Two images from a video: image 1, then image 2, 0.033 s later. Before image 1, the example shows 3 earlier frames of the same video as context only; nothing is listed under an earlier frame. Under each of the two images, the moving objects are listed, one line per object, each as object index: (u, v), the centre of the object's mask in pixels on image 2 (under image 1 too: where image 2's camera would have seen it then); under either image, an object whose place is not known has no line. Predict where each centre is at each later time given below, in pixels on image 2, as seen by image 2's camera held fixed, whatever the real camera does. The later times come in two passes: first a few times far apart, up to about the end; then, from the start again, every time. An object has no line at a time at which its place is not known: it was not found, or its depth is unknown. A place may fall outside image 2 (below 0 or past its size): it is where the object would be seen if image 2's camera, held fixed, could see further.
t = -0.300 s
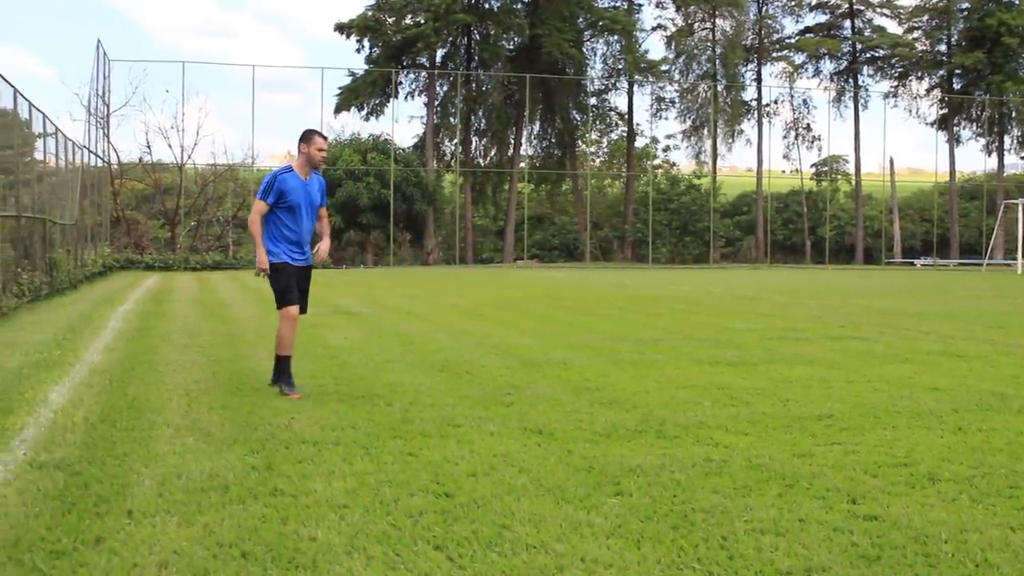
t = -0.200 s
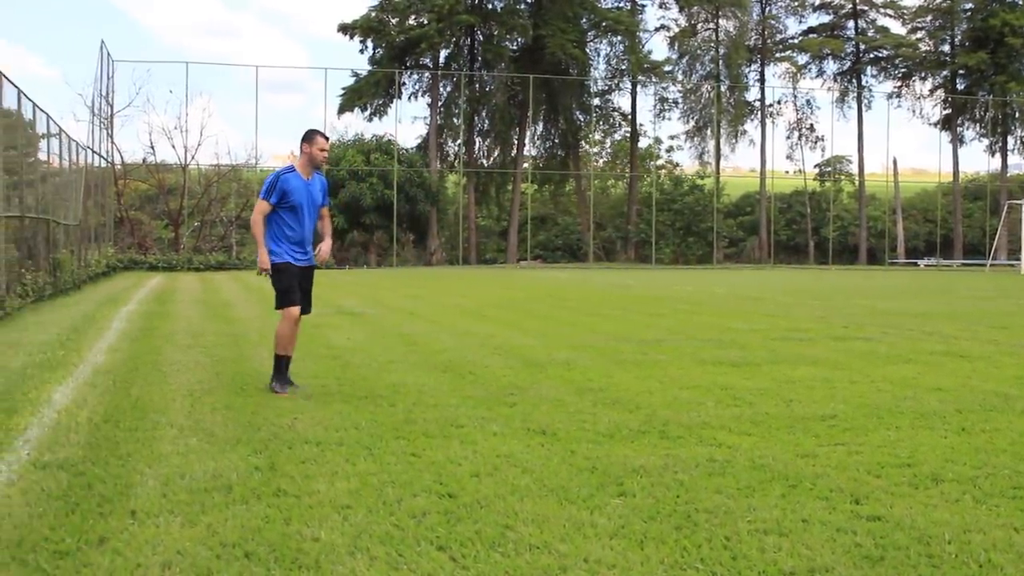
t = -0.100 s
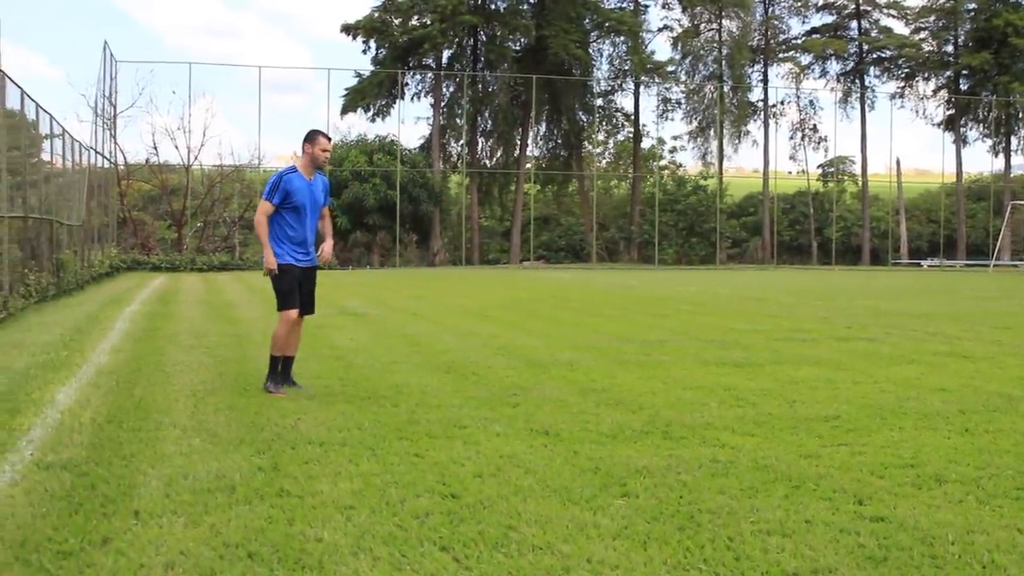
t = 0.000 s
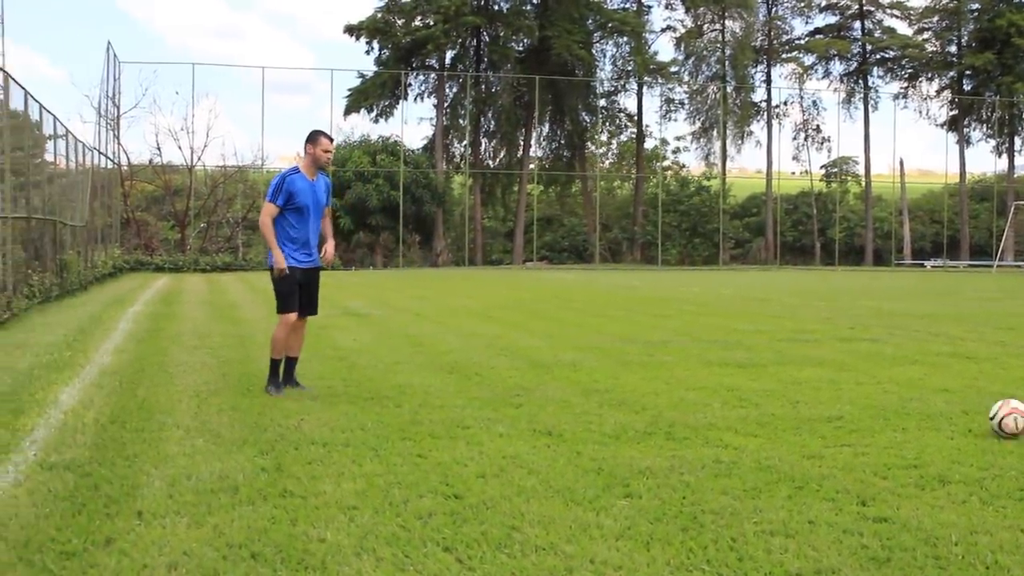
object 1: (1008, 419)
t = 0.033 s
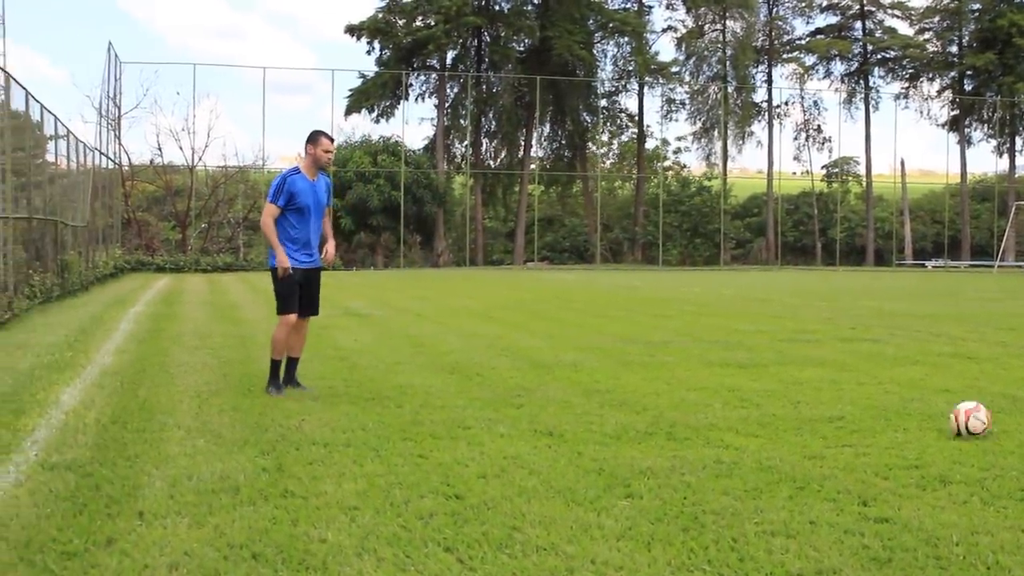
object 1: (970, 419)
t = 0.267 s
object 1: (742, 411)
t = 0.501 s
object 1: (573, 399)
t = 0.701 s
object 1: (441, 391)
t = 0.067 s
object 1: (934, 417)
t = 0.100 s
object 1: (900, 413)
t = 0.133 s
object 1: (868, 411)
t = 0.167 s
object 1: (836, 409)
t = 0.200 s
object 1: (804, 409)
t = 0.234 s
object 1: (772, 411)
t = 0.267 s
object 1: (742, 411)
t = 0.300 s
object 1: (716, 407)
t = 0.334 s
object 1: (692, 402)
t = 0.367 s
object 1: (667, 397)
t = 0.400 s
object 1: (643, 394)
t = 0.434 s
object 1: (620, 394)
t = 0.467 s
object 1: (596, 397)
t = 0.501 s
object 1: (573, 399)
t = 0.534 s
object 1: (549, 401)
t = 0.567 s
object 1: (527, 399)
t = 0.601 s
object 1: (505, 396)
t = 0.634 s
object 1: (484, 393)
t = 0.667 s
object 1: (463, 391)
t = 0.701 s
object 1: (441, 391)
